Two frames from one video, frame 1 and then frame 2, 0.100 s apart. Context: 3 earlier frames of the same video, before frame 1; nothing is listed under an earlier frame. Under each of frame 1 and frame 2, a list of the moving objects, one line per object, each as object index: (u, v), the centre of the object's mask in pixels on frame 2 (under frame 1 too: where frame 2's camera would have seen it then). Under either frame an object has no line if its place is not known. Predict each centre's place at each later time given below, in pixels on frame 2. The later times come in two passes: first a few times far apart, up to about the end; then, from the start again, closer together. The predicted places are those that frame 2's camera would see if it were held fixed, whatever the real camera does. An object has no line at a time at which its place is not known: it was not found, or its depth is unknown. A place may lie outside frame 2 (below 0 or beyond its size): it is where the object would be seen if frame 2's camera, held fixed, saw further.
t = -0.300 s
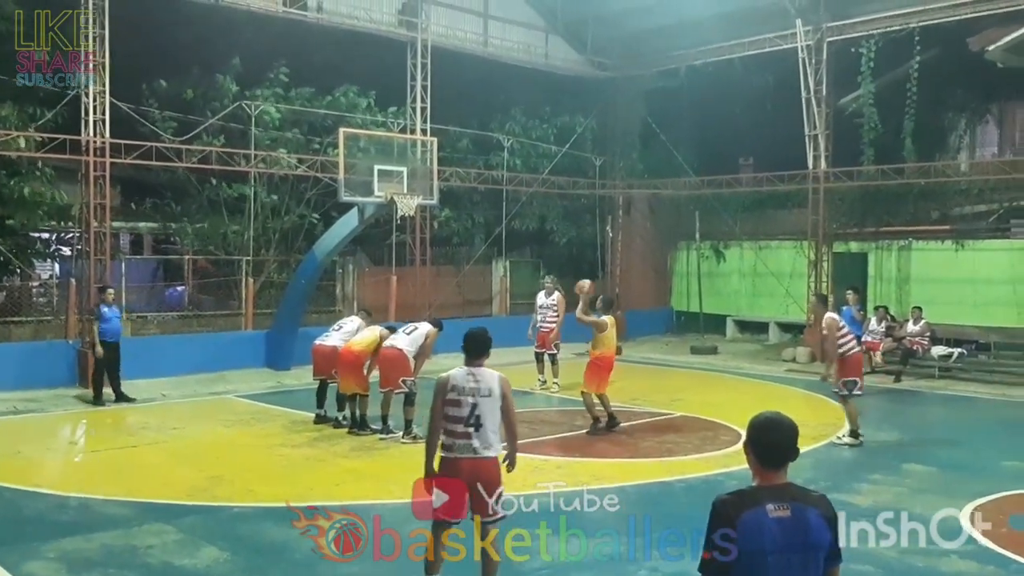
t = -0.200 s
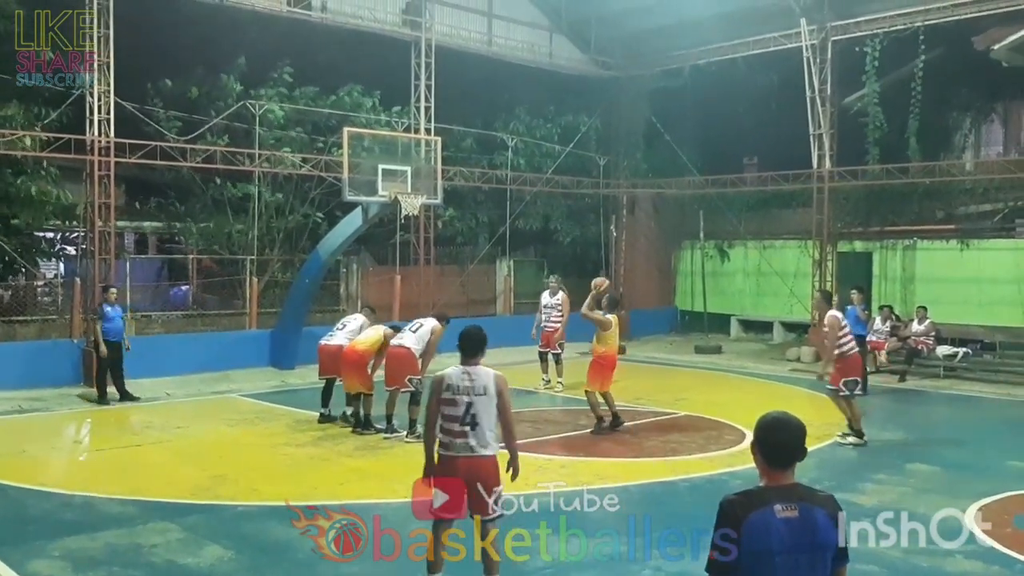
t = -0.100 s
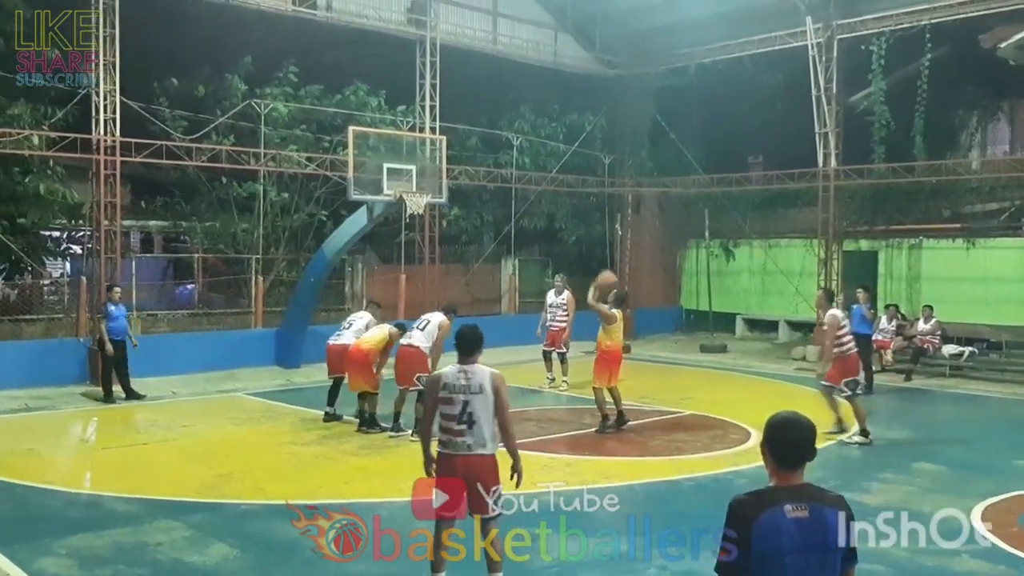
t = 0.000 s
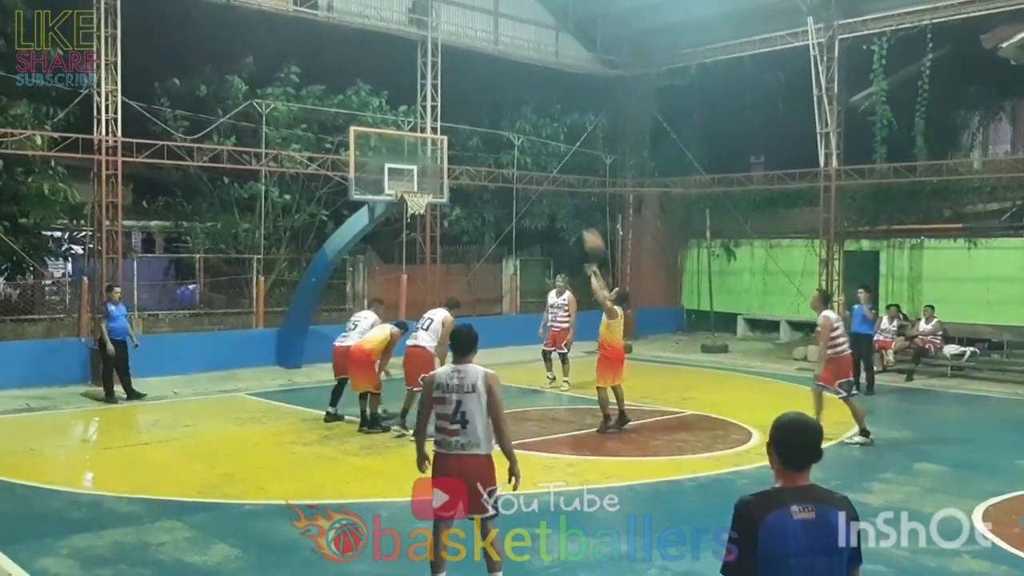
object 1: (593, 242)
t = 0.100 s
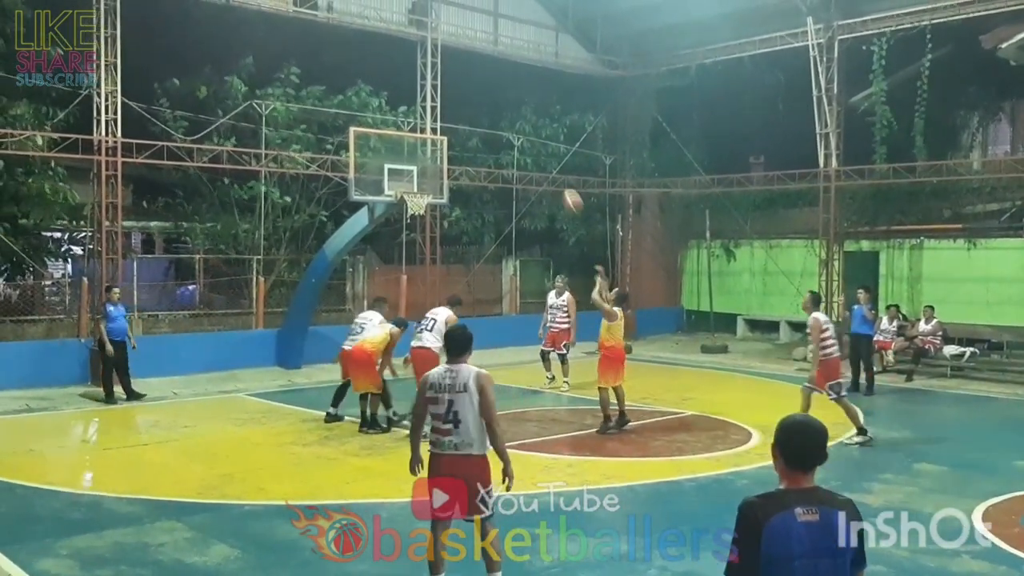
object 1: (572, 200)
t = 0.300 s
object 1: (532, 148)
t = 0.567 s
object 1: (484, 124)
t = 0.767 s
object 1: (452, 139)
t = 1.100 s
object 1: (417, 201)
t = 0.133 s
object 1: (566, 188)
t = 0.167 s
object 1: (559, 179)
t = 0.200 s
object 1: (552, 169)
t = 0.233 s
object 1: (545, 161)
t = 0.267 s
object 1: (539, 153)
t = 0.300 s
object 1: (532, 148)
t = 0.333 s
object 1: (526, 141)
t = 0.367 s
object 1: (520, 137)
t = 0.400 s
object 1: (515, 133)
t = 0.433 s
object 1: (508, 128)
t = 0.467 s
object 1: (502, 126)
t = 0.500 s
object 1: (495, 124)
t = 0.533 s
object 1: (490, 124)
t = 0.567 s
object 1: (484, 124)
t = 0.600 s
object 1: (479, 124)
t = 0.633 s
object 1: (473, 127)
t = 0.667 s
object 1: (467, 128)
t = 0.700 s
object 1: (462, 131)
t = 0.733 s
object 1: (457, 135)
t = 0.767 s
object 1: (452, 139)
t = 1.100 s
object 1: (417, 201)
